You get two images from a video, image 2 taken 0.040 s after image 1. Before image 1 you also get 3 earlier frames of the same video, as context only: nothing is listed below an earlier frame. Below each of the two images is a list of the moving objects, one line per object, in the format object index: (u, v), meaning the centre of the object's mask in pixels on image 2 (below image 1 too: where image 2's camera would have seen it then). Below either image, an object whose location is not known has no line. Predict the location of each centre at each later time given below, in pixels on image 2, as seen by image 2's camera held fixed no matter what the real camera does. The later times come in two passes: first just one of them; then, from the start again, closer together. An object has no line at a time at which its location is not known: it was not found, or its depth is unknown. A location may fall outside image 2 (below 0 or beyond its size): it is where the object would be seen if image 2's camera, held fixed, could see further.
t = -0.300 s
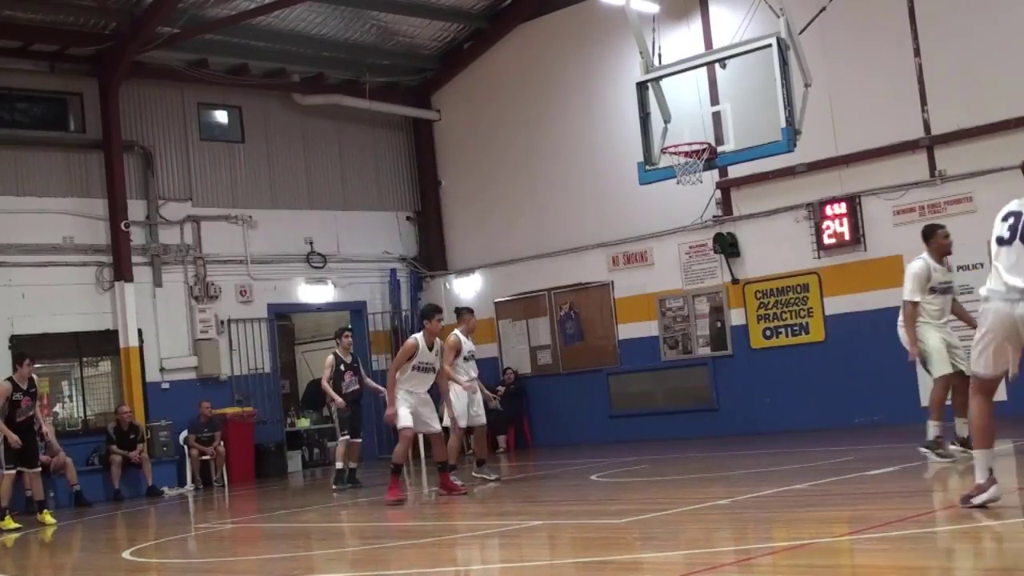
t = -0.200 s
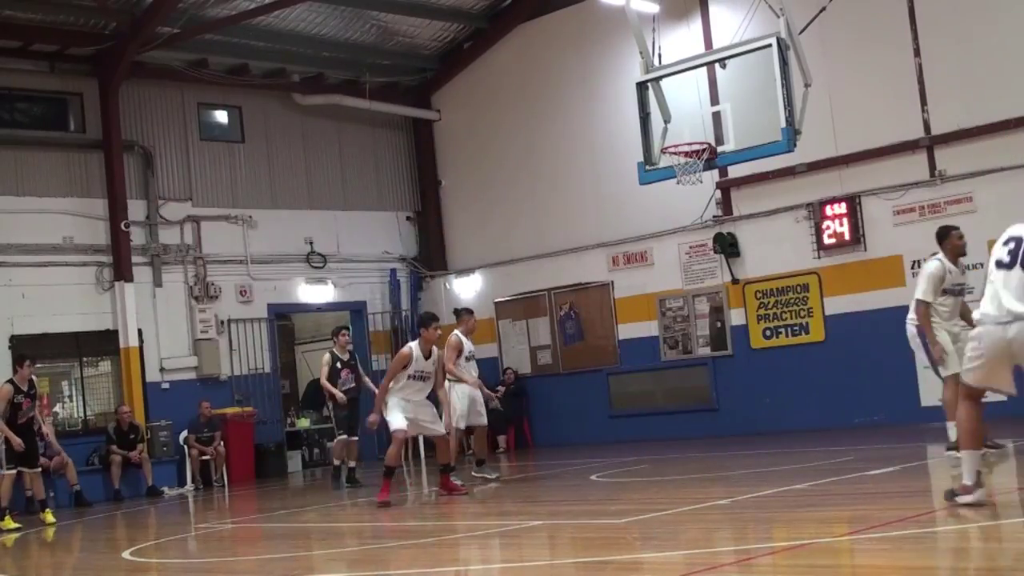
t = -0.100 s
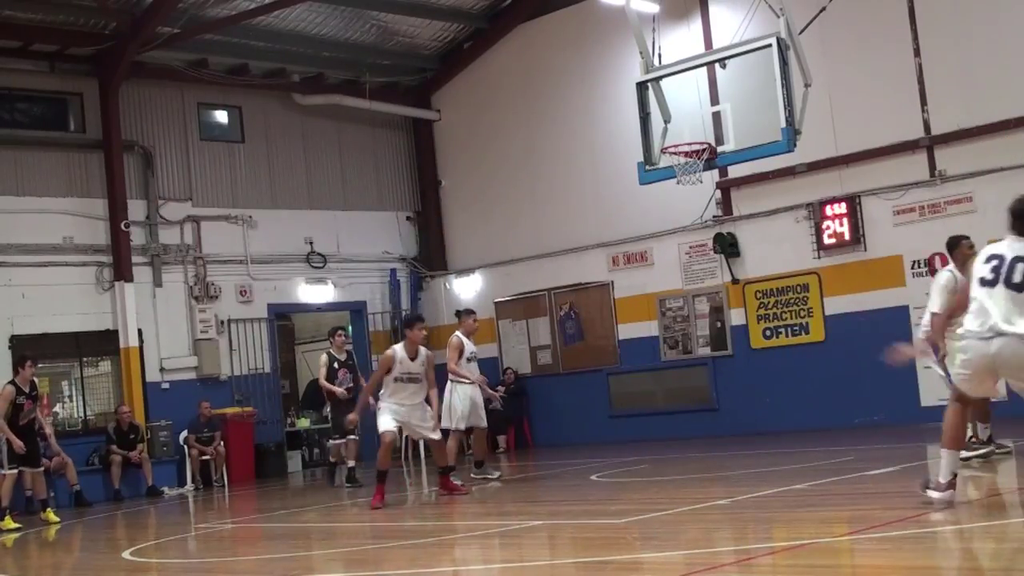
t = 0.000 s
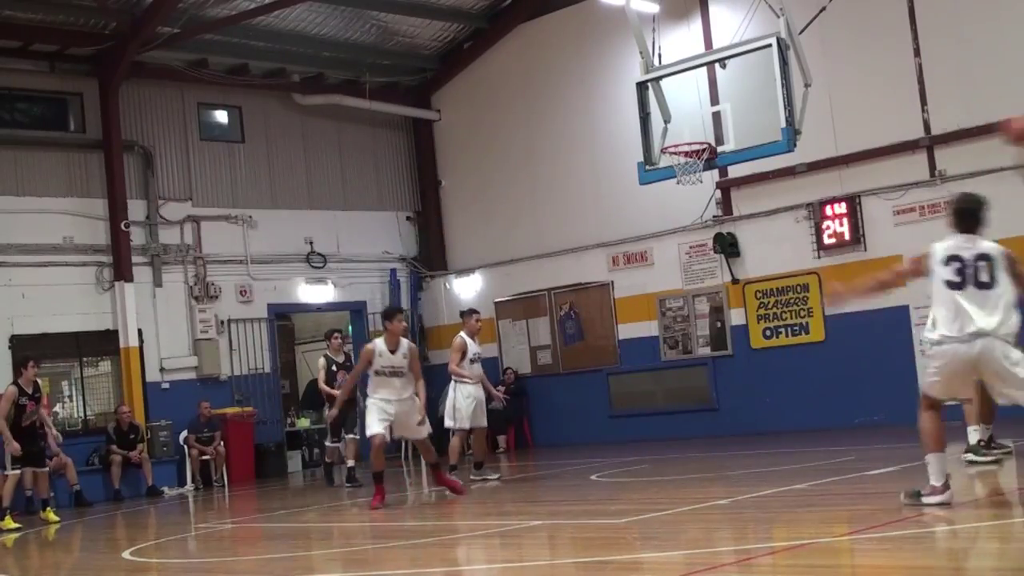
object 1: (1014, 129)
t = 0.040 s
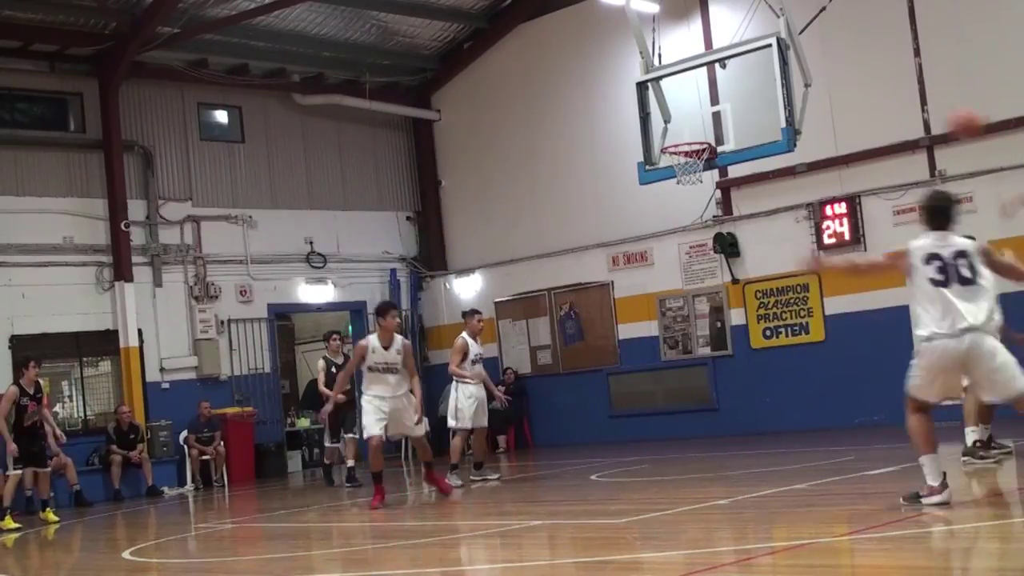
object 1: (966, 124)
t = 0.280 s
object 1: (630, 122)
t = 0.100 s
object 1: (885, 116)
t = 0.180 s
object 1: (771, 114)
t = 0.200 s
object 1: (744, 115)
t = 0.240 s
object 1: (687, 118)
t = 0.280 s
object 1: (630, 122)
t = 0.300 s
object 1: (597, 126)
